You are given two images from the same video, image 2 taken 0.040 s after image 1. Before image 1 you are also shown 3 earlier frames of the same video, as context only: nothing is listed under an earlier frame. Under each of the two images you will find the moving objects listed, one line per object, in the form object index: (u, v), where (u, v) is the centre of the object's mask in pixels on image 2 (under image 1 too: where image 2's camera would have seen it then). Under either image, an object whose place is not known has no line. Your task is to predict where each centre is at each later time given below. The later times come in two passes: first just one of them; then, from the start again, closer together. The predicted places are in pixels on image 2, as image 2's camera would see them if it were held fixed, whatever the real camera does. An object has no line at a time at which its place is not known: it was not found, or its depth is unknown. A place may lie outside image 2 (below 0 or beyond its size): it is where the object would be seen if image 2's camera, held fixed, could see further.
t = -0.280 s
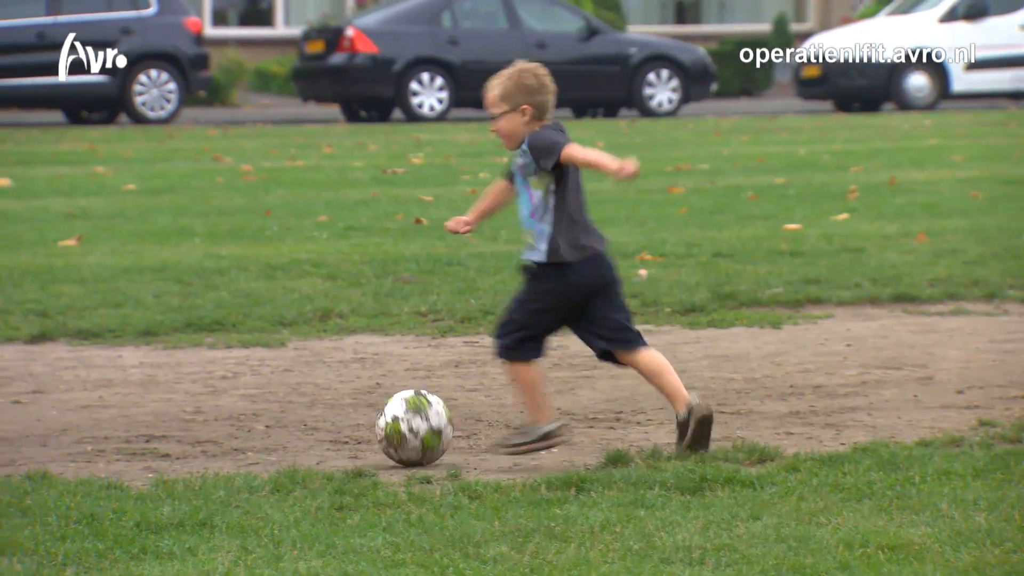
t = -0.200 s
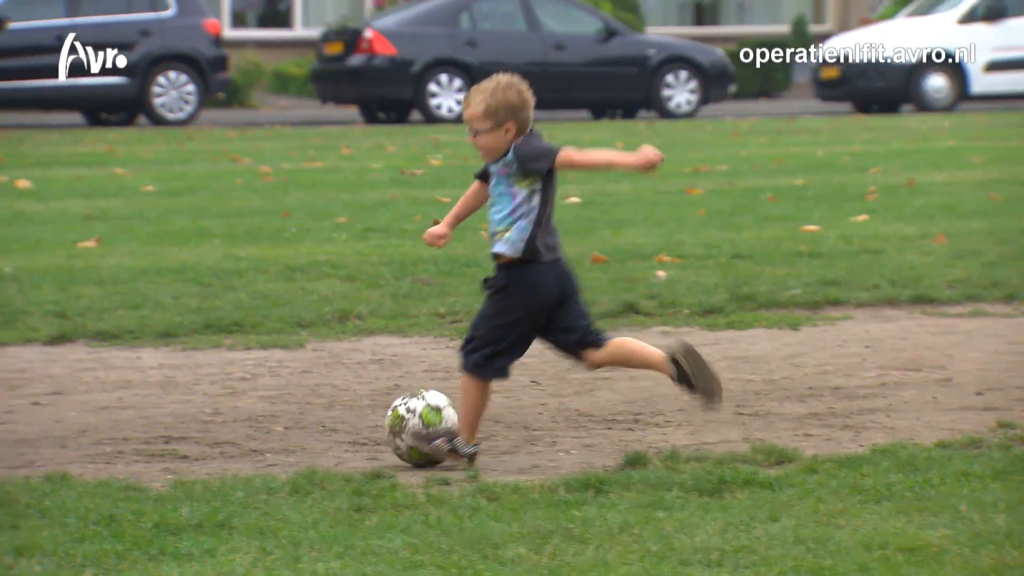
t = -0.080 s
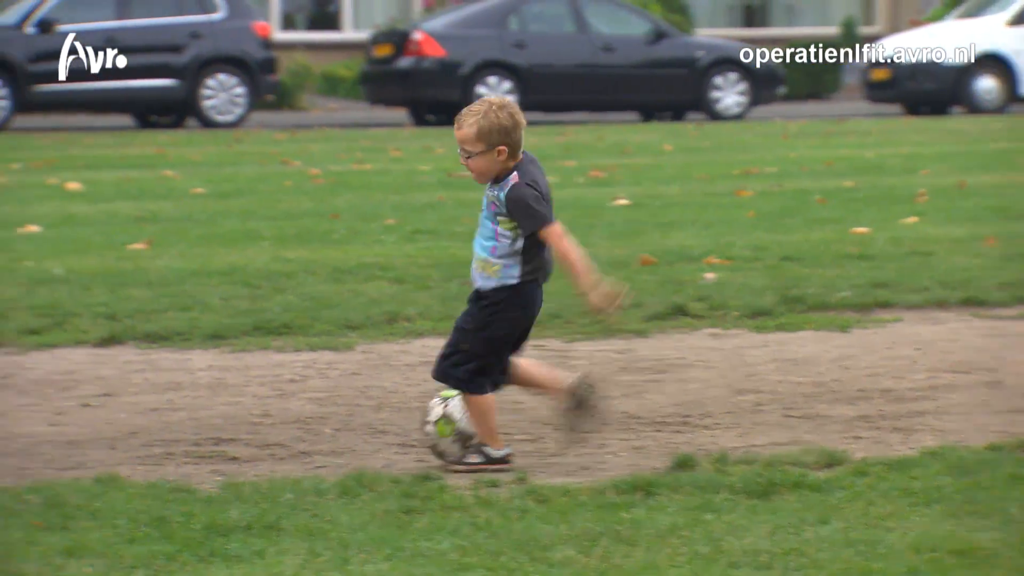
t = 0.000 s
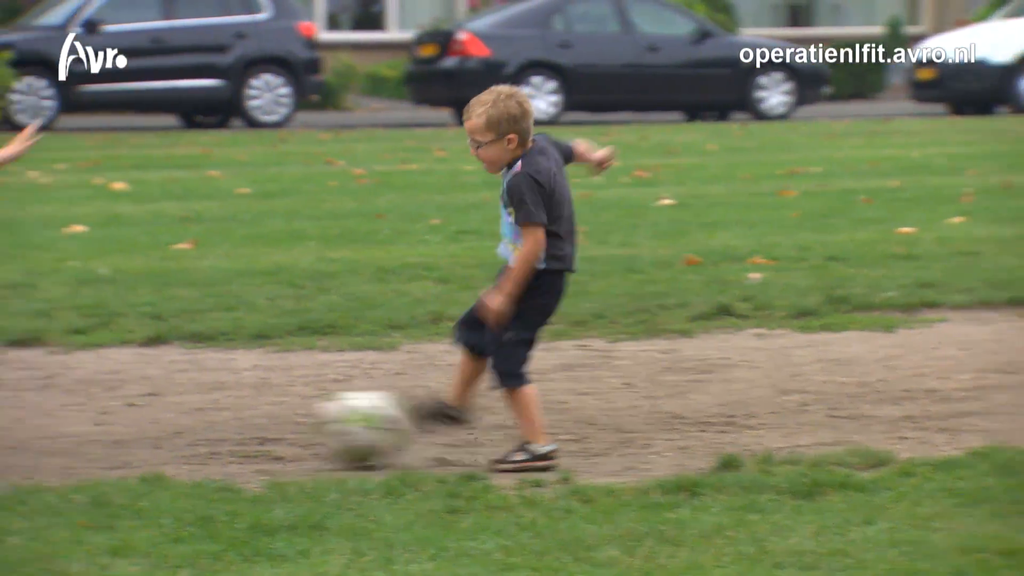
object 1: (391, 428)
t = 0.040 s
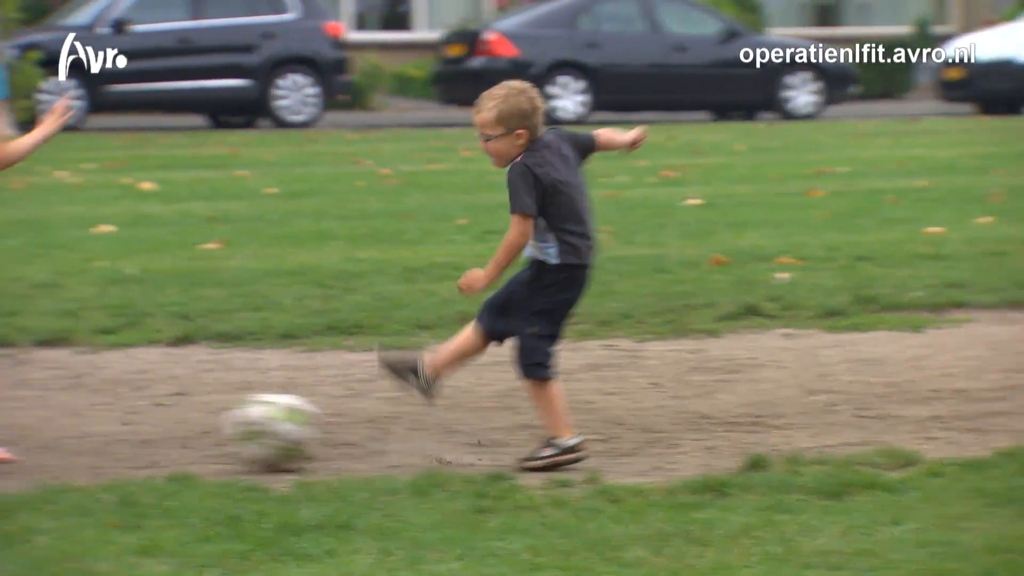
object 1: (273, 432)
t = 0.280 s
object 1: (-365, 474)
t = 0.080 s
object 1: (161, 434)
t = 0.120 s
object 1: (47, 442)
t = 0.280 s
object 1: (-365, 474)
